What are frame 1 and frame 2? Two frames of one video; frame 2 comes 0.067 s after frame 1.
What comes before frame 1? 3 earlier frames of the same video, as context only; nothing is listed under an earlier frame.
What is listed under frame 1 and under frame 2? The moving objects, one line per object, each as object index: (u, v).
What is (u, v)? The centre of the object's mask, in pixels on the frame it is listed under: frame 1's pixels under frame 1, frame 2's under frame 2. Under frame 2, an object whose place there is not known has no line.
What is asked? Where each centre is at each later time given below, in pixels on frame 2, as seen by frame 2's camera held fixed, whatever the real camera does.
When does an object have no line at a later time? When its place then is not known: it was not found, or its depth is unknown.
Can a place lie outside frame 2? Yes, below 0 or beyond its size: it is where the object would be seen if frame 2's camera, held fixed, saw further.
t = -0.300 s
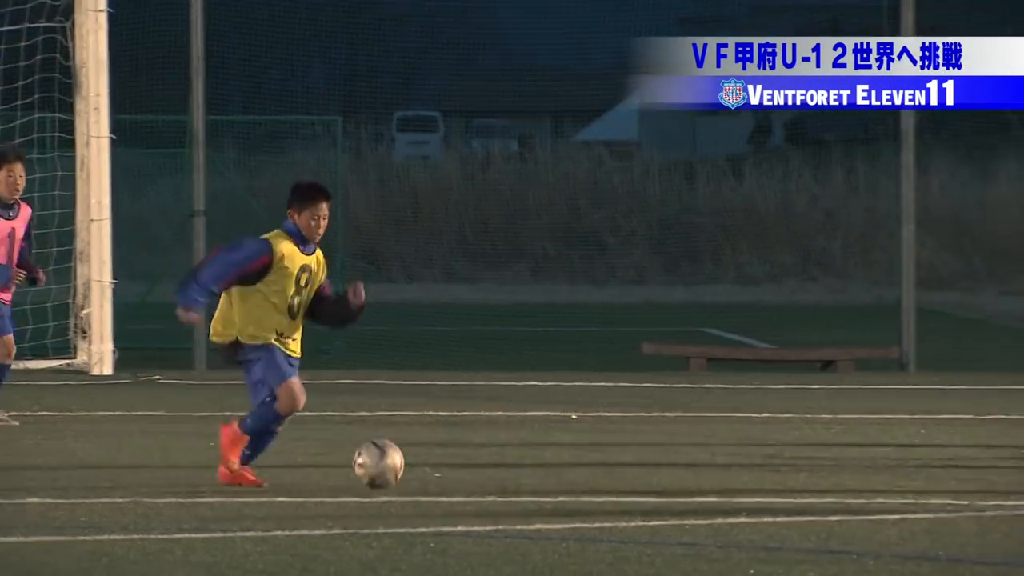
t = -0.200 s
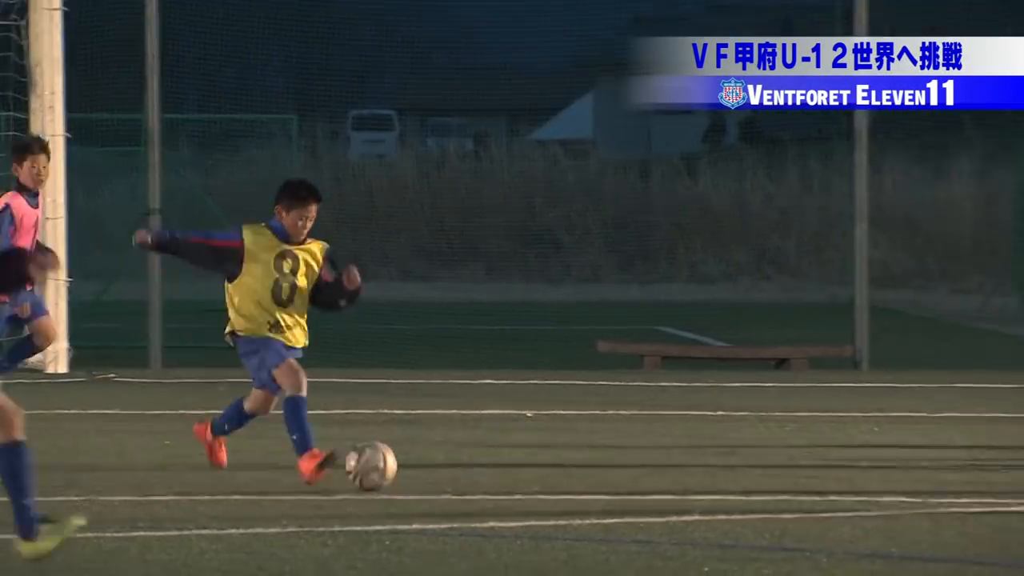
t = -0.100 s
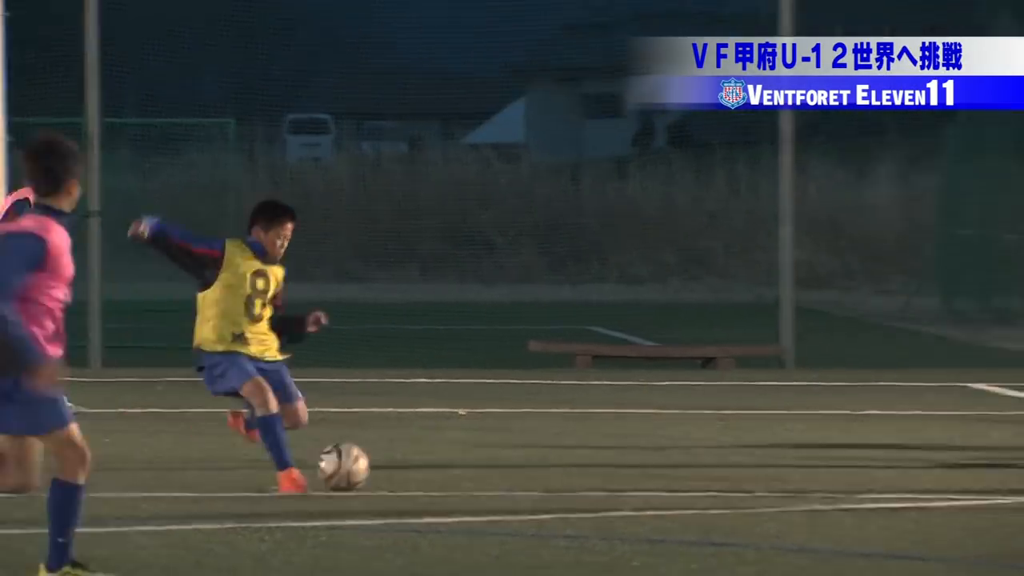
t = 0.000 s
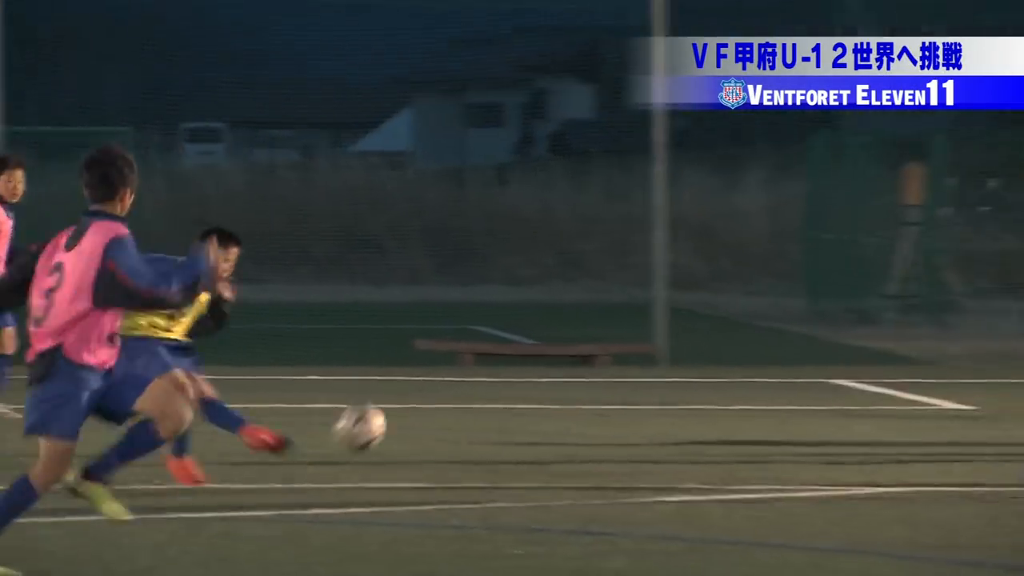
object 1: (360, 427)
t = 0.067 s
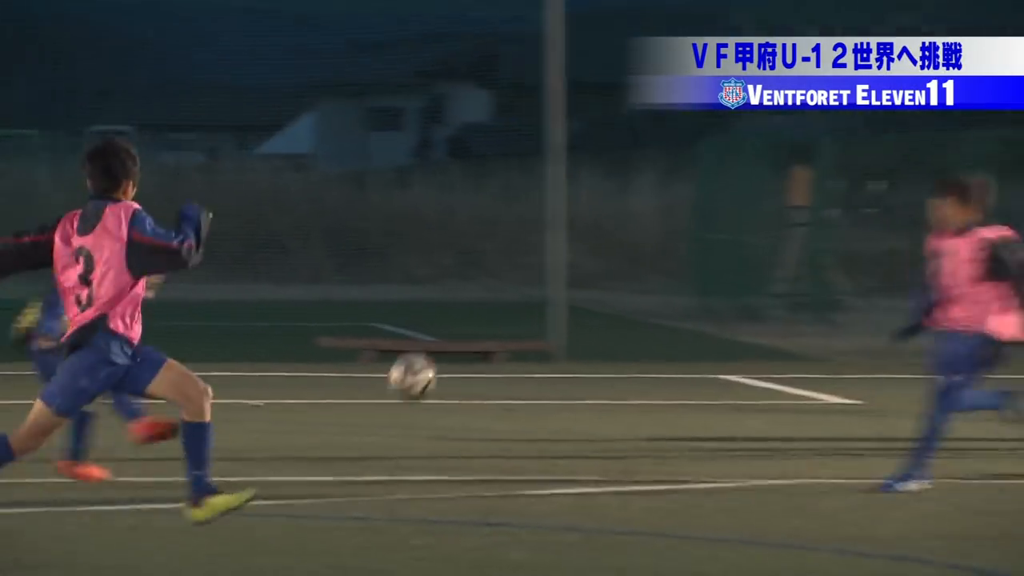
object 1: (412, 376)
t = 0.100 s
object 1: (491, 357)
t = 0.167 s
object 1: (650, 328)
